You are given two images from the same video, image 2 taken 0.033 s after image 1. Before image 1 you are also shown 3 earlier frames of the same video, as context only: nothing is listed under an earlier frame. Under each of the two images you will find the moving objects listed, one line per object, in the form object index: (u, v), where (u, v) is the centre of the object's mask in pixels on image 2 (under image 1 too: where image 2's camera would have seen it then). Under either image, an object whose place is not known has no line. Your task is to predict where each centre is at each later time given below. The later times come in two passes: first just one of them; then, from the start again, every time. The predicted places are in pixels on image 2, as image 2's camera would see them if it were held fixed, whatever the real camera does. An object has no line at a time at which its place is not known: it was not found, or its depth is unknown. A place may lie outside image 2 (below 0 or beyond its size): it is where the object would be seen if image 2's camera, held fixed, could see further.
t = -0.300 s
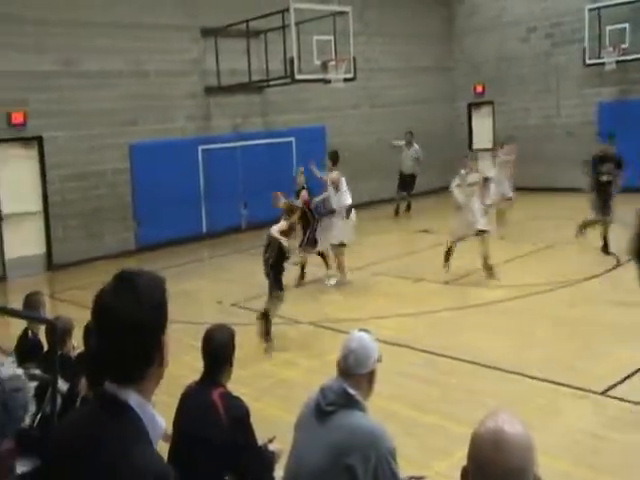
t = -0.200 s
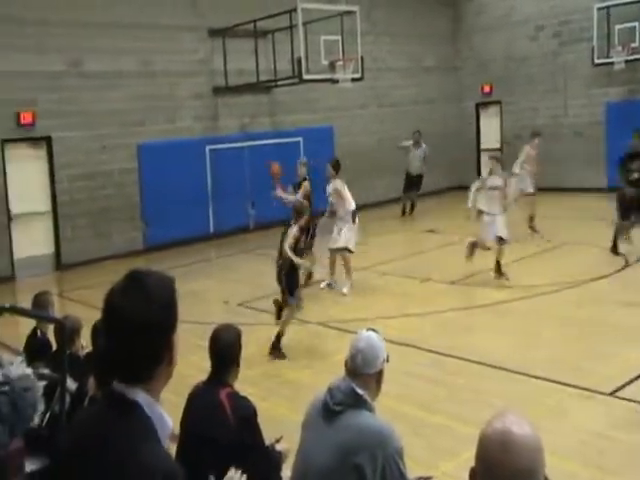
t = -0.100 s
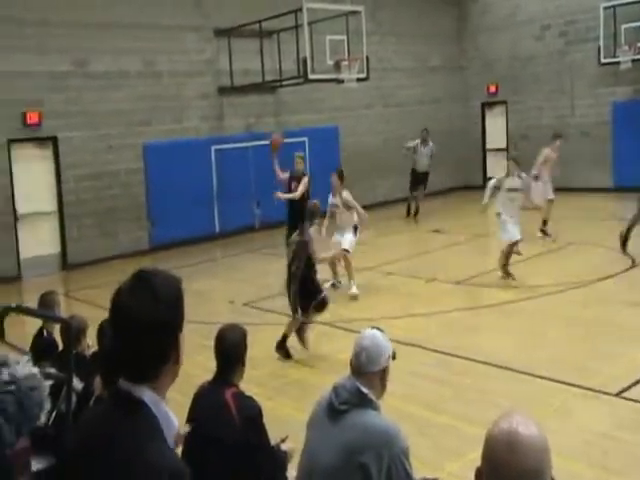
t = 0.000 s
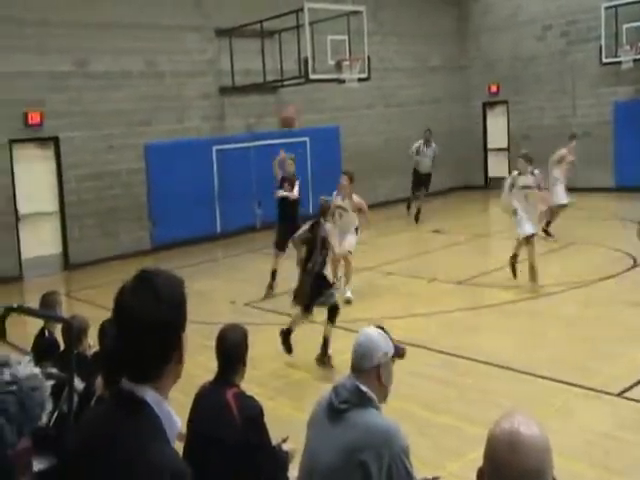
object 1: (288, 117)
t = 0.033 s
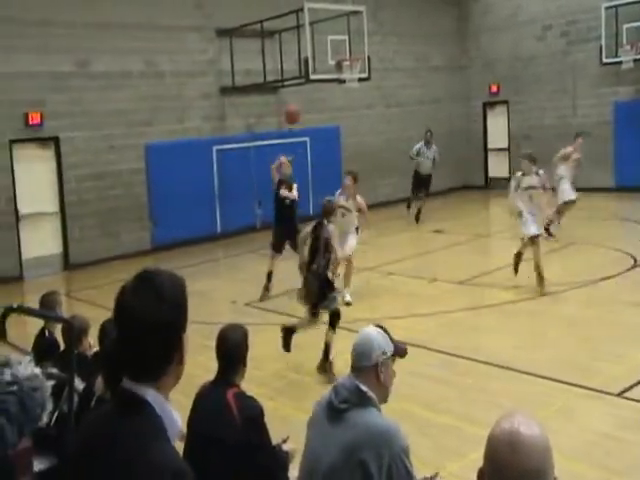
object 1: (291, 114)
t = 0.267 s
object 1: (332, 96)
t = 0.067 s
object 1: (296, 109)
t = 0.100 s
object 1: (301, 106)
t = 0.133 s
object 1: (307, 102)
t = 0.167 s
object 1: (314, 100)
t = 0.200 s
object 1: (319, 97)
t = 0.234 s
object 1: (325, 97)
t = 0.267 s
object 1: (332, 96)
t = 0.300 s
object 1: (337, 98)
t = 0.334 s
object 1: (346, 103)
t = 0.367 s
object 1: (354, 105)
